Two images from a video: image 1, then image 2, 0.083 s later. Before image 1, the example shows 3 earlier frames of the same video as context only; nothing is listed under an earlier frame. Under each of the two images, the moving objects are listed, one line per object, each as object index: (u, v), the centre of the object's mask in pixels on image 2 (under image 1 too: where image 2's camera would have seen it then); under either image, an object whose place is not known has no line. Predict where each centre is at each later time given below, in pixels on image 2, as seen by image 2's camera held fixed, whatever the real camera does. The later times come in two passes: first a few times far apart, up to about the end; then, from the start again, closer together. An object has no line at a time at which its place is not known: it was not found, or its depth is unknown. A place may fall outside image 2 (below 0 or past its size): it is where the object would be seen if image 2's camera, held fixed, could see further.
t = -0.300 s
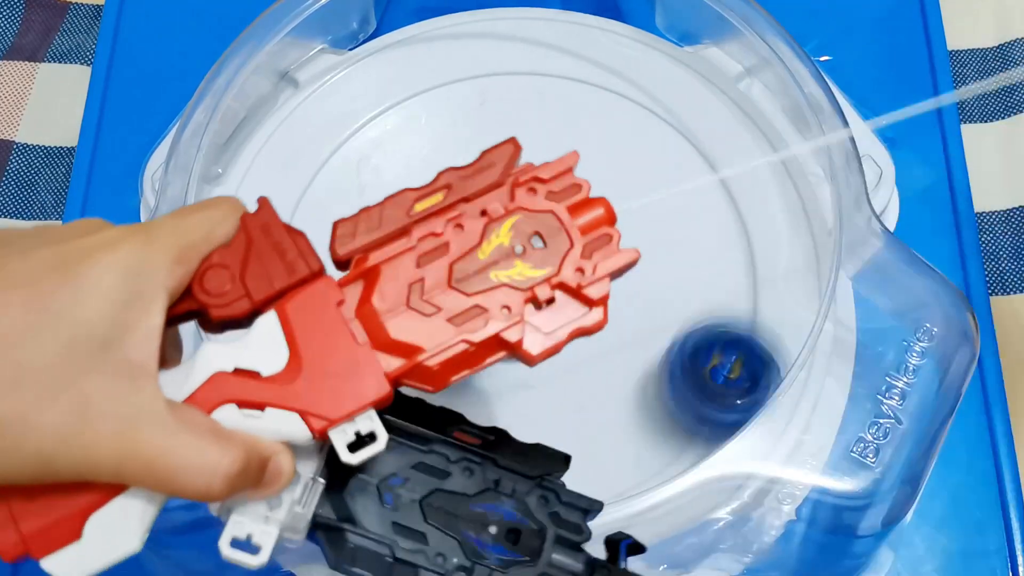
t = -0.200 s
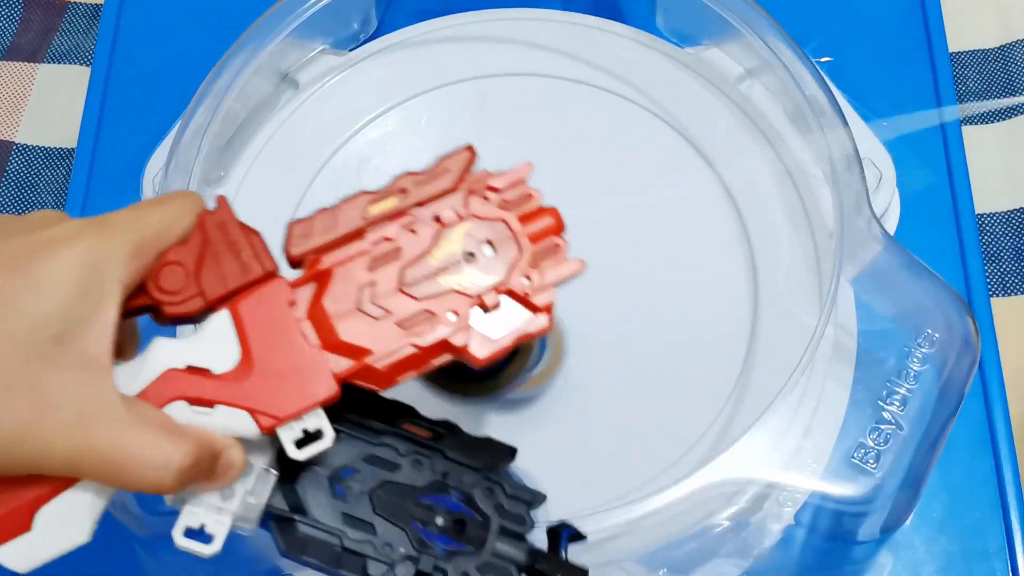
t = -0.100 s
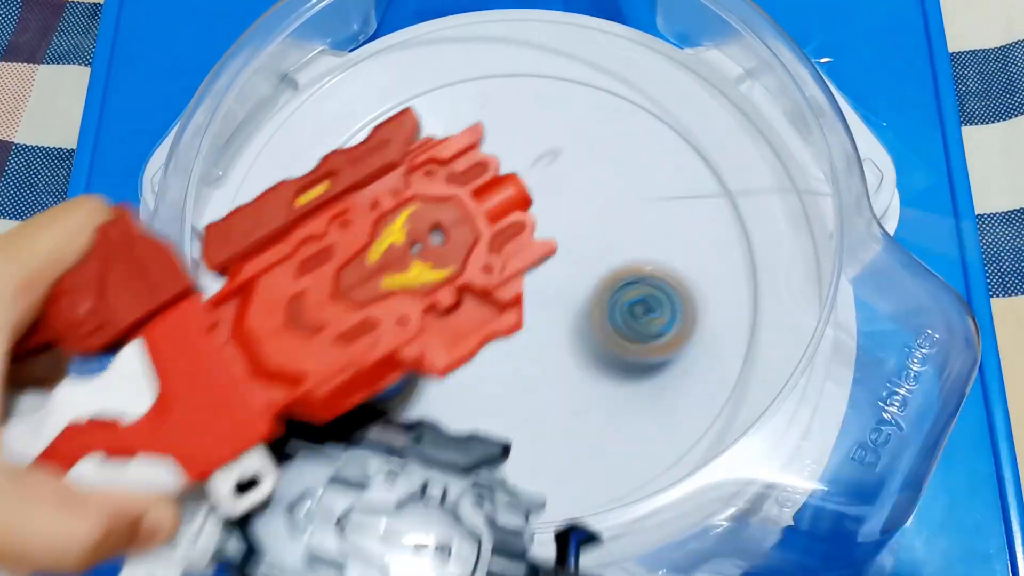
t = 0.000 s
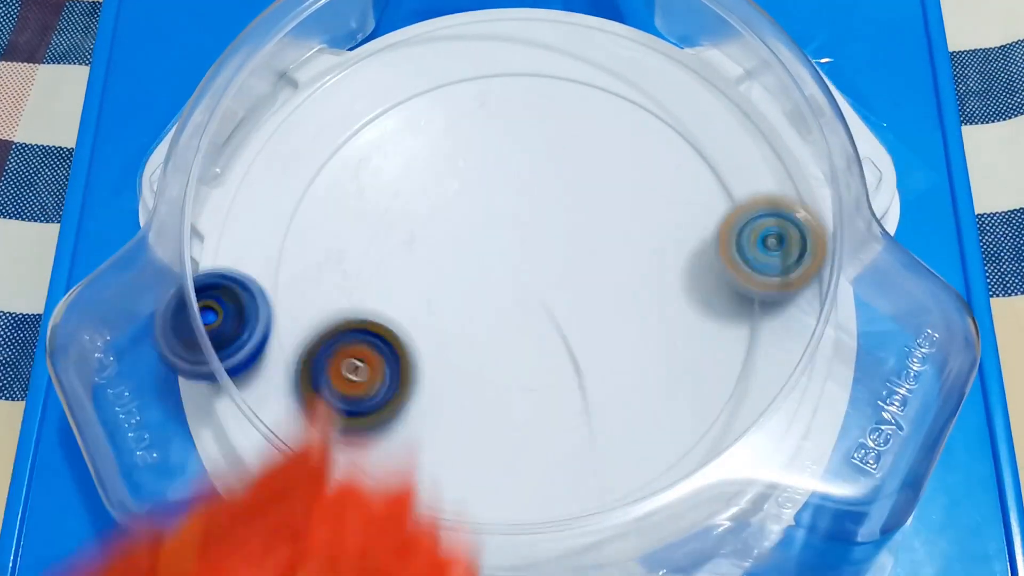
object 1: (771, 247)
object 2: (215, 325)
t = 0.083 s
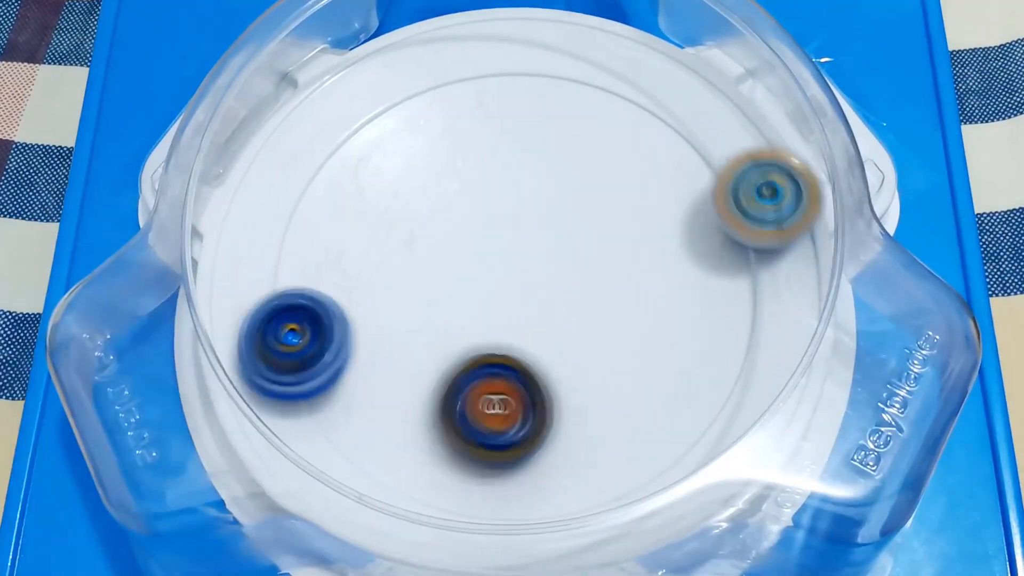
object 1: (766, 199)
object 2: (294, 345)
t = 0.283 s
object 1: (545, 144)
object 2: (525, 288)
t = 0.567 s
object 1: (313, 337)
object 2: (700, 280)
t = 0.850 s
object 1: (570, 508)
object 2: (687, 434)
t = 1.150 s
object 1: (657, 411)
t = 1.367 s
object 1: (641, 303)
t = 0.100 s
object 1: (755, 189)
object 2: (313, 349)
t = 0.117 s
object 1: (740, 181)
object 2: (333, 349)
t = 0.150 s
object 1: (705, 168)
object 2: (374, 346)
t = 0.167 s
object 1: (689, 161)
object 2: (395, 342)
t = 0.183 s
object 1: (668, 156)
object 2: (415, 337)
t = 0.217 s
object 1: (628, 149)
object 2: (455, 324)
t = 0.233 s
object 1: (607, 147)
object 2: (474, 315)
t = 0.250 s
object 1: (586, 145)
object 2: (492, 306)
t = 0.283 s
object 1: (545, 144)
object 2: (525, 288)
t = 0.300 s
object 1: (525, 145)
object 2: (541, 280)
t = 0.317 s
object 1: (503, 148)
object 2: (557, 273)
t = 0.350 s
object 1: (465, 156)
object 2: (587, 261)
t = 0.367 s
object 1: (444, 163)
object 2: (602, 257)
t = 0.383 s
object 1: (424, 172)
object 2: (616, 253)
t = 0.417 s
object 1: (390, 194)
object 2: (641, 249)
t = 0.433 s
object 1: (374, 206)
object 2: (652, 248)
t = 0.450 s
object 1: (360, 220)
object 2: (662, 248)
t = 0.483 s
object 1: (339, 250)
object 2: (679, 252)
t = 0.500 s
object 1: (328, 269)
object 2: (686, 256)
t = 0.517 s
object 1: (321, 284)
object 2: (691, 260)
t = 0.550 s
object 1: (315, 318)
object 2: (699, 274)
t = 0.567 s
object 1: (313, 337)
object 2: (700, 280)
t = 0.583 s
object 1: (314, 352)
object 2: (699, 289)
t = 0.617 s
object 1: (325, 385)
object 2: (695, 309)
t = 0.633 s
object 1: (334, 402)
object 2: (690, 320)
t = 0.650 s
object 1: (345, 417)
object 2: (684, 332)
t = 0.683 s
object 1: (374, 440)
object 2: (666, 358)
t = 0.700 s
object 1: (391, 450)
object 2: (655, 371)
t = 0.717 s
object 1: (398, 473)
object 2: (640, 385)
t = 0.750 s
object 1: (423, 524)
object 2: (607, 408)
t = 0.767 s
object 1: (450, 518)
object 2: (611, 422)
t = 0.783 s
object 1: (480, 504)
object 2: (635, 440)
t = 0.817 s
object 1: (535, 488)
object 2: (658, 444)
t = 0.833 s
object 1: (556, 487)
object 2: (669, 441)
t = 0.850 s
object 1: (570, 508)
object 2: (687, 434)
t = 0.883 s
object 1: (589, 515)
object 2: (721, 416)
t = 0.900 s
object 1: (598, 513)
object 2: (735, 407)
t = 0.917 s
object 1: (605, 510)
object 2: (746, 397)
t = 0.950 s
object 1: (623, 505)
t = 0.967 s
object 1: (629, 500)
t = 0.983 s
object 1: (635, 495)
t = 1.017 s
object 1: (646, 480)
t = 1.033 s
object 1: (644, 462)
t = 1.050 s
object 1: (649, 457)
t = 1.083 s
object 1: (655, 446)
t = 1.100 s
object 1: (657, 440)
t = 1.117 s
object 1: (658, 434)
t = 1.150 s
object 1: (657, 411)
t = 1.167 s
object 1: (655, 397)
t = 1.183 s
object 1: (652, 384)
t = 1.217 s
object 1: (645, 358)
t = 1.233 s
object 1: (641, 345)
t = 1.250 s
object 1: (633, 334)
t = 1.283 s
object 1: (608, 327)
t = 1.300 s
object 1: (620, 312)
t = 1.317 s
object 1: (633, 299)
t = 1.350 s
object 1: (641, 302)
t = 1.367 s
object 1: (641, 303)
